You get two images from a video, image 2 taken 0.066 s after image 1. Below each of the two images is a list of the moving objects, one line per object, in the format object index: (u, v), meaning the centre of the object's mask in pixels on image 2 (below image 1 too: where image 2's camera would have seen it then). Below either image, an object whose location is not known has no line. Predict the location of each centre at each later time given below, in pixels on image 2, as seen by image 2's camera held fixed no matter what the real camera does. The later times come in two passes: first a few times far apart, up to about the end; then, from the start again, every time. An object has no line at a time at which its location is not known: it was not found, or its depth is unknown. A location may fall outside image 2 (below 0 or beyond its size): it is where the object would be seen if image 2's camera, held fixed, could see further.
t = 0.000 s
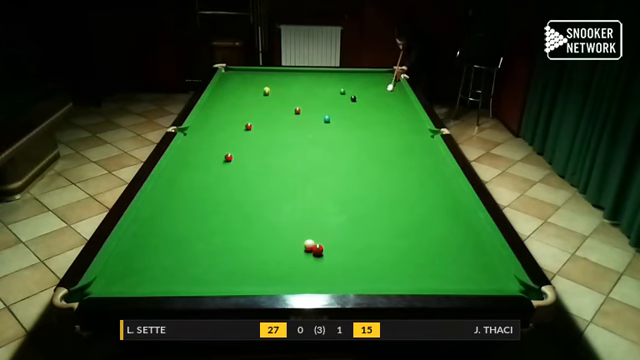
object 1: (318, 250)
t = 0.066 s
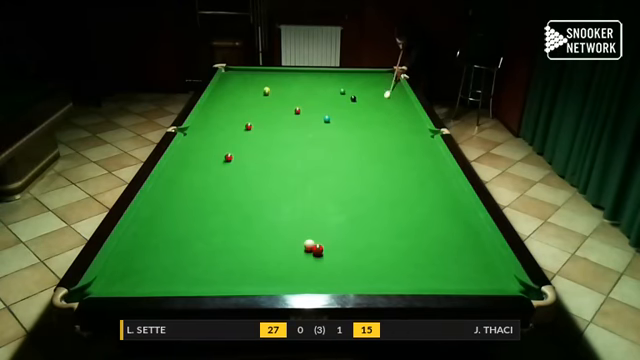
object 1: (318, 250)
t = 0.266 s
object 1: (318, 250)
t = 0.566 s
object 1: (318, 250)
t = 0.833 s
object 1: (318, 250)
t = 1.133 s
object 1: (318, 250)
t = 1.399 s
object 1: (289, 279)
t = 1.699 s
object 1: (265, 264)
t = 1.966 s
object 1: (248, 245)
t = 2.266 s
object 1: (232, 227)
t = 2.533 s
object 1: (220, 213)
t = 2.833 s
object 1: (208, 200)
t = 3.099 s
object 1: (199, 190)
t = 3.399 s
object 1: (190, 180)
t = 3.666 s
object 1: (182, 173)
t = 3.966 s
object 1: (175, 165)
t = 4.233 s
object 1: (175, 160)
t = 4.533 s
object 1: (183, 155)
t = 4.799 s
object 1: (189, 152)
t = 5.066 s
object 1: (193, 149)
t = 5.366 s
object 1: (198, 146)
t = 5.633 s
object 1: (202, 144)
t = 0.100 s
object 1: (318, 250)
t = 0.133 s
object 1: (318, 250)
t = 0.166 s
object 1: (318, 250)
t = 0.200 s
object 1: (318, 250)
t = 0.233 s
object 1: (318, 250)
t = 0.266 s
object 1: (318, 250)
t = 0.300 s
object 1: (318, 250)
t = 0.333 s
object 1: (318, 250)
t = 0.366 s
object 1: (318, 250)
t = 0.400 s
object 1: (318, 250)
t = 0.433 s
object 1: (318, 250)
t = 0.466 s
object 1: (318, 250)
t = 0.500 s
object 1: (318, 250)
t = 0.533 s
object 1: (318, 250)
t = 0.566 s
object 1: (318, 250)
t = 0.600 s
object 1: (318, 250)
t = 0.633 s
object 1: (318, 250)
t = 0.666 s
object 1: (318, 250)
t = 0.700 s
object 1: (318, 250)
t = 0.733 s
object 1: (318, 250)
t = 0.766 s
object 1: (318, 250)
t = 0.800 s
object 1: (318, 250)
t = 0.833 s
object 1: (318, 250)
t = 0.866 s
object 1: (318, 250)
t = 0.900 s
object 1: (318, 250)
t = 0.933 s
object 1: (318, 250)
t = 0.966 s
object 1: (318, 250)
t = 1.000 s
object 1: (318, 250)
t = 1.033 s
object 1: (318, 250)
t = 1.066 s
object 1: (318, 250)
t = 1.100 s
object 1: (318, 250)
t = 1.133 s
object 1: (318, 250)
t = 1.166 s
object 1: (318, 250)
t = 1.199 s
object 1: (317, 250)
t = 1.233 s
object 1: (315, 253)
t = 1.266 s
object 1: (310, 258)
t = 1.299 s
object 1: (304, 264)
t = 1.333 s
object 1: (299, 269)
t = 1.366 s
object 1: (294, 275)
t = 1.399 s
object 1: (289, 279)
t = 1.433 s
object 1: (284, 282)
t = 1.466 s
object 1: (281, 282)
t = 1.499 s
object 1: (278, 280)
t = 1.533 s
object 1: (276, 277)
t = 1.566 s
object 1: (274, 275)
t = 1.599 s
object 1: (271, 272)
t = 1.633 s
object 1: (269, 269)
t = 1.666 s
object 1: (267, 266)
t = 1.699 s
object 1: (265, 264)
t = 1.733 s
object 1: (262, 261)
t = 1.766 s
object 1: (260, 259)
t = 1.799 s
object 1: (258, 256)
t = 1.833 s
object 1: (256, 254)
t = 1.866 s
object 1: (254, 252)
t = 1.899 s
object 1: (252, 250)
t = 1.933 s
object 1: (250, 247)
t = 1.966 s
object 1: (248, 245)
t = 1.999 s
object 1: (246, 243)
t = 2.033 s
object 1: (244, 241)
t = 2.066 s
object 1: (243, 239)
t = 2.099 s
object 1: (241, 236)
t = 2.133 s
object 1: (239, 234)
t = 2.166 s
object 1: (237, 232)
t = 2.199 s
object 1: (235, 230)
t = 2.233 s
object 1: (234, 229)
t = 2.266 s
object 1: (232, 227)
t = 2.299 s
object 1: (230, 225)
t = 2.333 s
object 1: (229, 223)
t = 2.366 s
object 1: (227, 221)
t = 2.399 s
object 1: (226, 220)
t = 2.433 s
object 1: (224, 218)
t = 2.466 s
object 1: (223, 216)
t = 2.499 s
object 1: (221, 215)
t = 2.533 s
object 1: (220, 213)
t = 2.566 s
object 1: (219, 212)
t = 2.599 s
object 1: (217, 210)
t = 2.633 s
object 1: (216, 208)
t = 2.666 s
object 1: (214, 207)
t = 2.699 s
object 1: (213, 205)
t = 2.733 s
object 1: (212, 204)
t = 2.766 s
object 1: (211, 203)
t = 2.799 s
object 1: (209, 201)
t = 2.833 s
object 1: (208, 200)
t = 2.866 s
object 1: (207, 199)
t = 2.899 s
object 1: (206, 197)
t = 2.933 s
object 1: (205, 196)
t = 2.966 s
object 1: (204, 195)
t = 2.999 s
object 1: (202, 194)
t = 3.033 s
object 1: (201, 192)
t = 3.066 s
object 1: (200, 191)
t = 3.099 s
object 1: (199, 190)
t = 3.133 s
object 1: (198, 189)
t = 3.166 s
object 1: (197, 188)
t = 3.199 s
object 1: (195, 187)
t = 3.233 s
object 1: (195, 186)
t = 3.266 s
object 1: (194, 184)
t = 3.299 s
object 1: (192, 183)
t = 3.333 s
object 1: (191, 182)
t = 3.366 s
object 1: (191, 181)
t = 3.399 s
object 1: (190, 180)
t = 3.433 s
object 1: (189, 179)
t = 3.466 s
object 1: (188, 178)
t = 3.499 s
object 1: (187, 177)
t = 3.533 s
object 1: (186, 176)
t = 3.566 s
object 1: (185, 175)
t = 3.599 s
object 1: (184, 175)
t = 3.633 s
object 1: (183, 174)
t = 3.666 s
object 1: (182, 173)
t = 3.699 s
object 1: (181, 172)
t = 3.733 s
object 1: (181, 171)
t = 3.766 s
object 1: (180, 170)
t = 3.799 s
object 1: (179, 169)
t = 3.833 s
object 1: (178, 168)
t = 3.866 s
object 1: (177, 167)
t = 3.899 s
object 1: (176, 167)
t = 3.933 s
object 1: (176, 166)
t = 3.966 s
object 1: (175, 165)
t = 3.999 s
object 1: (174, 164)
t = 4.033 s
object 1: (173, 164)
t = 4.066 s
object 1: (173, 163)
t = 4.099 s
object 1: (172, 162)
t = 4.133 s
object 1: (172, 162)
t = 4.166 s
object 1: (173, 161)
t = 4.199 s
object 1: (174, 160)
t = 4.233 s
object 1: (175, 160)
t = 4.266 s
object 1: (176, 159)
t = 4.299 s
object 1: (177, 159)
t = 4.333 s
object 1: (178, 158)
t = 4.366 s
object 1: (179, 158)
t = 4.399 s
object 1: (180, 157)
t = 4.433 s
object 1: (180, 157)
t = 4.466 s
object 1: (181, 156)
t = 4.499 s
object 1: (182, 156)
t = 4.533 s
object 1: (183, 155)
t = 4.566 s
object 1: (184, 155)
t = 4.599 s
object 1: (184, 154)
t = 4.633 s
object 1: (185, 154)
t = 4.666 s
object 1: (186, 154)
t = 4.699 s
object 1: (187, 153)
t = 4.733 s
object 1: (187, 153)
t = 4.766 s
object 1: (188, 152)
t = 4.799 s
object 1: (189, 152)
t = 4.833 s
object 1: (189, 152)
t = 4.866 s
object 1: (190, 151)
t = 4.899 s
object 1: (190, 151)
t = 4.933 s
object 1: (191, 150)
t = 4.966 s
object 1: (192, 150)
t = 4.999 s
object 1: (192, 150)
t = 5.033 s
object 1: (193, 149)
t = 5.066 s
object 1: (193, 149)
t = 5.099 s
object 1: (194, 149)
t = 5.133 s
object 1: (195, 148)
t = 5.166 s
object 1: (195, 148)
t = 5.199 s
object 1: (196, 148)
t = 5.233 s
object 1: (196, 147)
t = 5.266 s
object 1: (197, 147)
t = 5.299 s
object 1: (197, 147)
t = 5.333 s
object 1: (198, 146)
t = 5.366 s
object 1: (198, 146)
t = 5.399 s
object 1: (198, 146)
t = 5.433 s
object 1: (199, 146)
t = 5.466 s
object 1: (200, 145)
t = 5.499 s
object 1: (200, 145)
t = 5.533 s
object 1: (200, 145)
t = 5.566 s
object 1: (201, 145)
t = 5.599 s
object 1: (201, 144)
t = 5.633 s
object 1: (202, 144)
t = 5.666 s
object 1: (202, 144)
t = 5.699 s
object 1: (202, 144)
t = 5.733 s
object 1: (203, 144)
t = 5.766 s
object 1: (203, 143)
